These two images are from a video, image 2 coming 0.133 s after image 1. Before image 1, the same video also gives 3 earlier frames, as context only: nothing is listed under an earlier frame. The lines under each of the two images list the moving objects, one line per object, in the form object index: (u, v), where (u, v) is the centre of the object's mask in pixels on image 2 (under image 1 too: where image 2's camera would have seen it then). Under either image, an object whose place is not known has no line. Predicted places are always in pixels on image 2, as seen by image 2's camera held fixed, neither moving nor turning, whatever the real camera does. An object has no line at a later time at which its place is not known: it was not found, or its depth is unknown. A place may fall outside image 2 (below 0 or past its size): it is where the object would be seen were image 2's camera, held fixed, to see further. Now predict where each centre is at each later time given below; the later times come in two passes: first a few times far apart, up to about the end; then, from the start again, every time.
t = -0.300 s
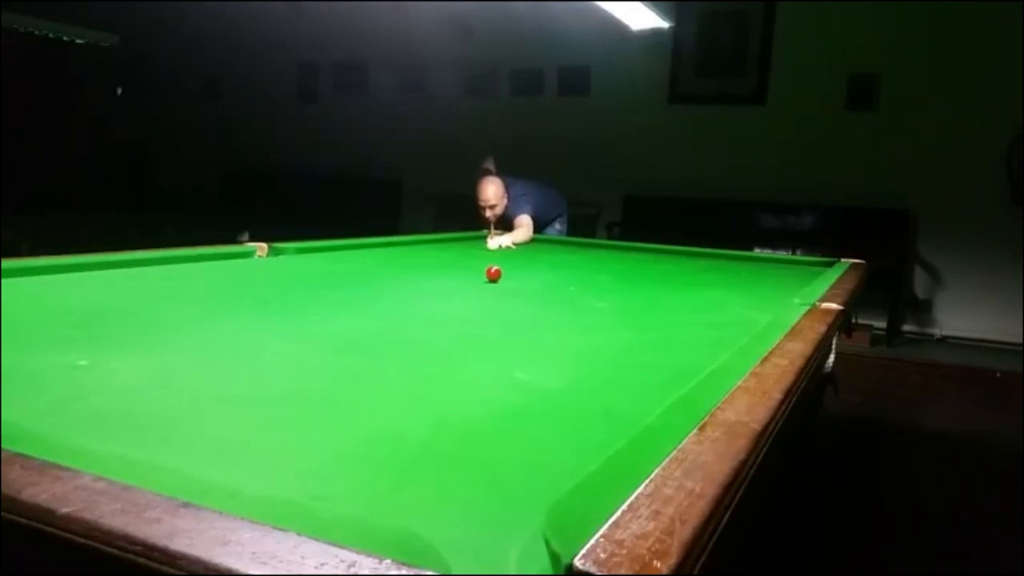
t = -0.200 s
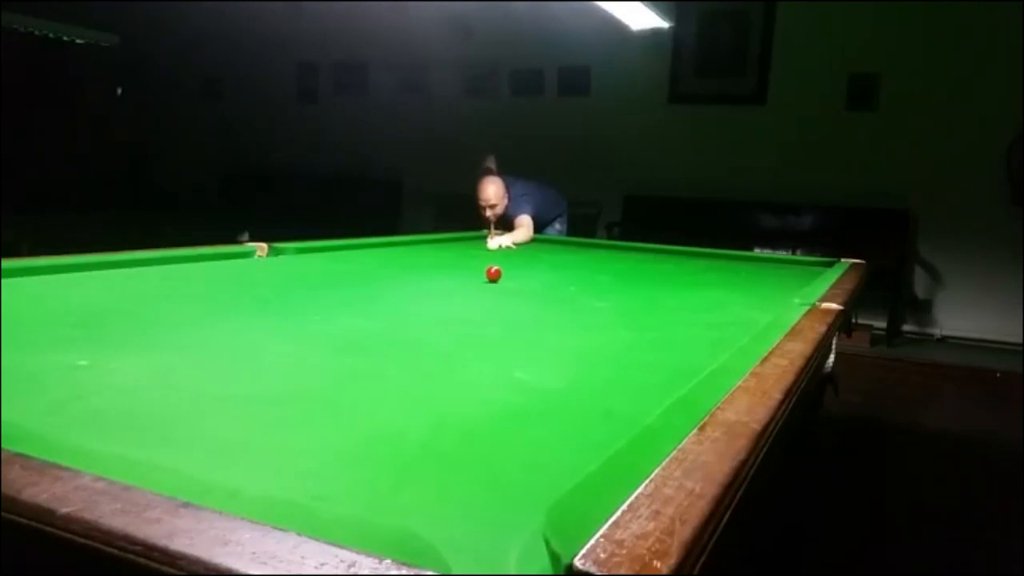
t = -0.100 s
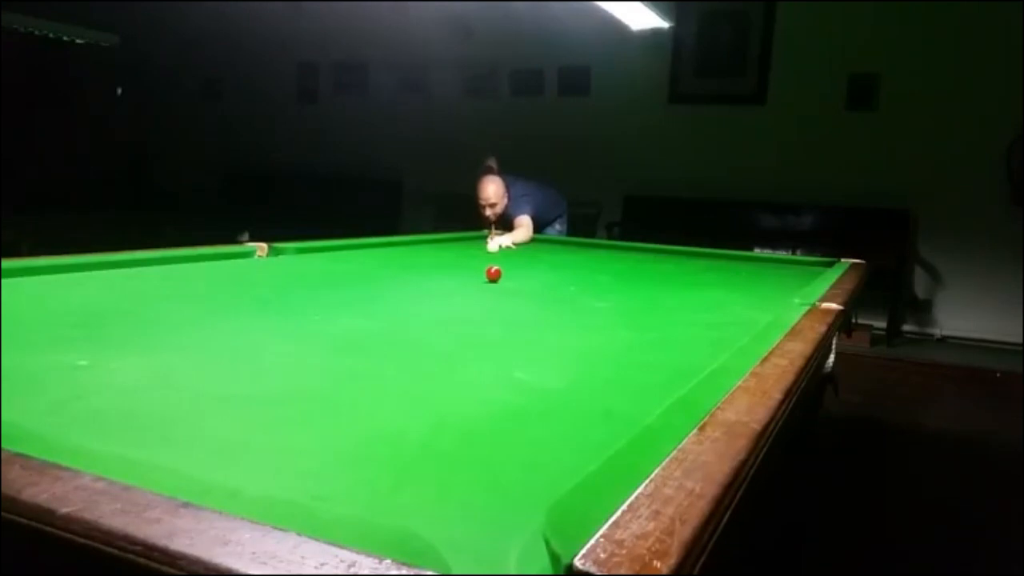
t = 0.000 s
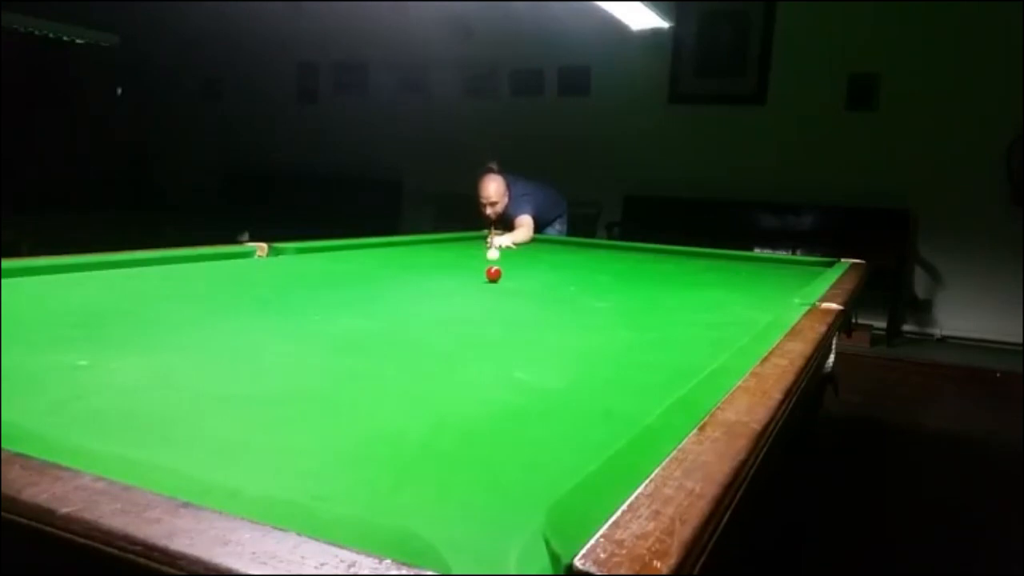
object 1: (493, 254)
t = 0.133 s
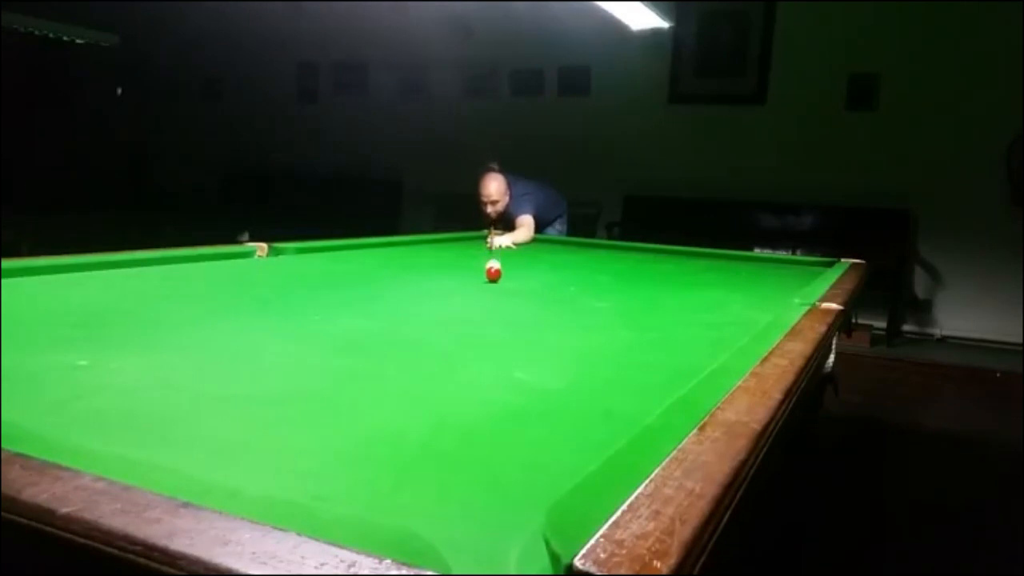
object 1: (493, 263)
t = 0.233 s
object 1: (493, 270)
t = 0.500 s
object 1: (495, 273)
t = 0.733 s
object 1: (495, 274)
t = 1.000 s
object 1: (495, 275)
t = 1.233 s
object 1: (495, 275)
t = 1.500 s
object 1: (495, 276)
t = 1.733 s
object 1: (495, 276)
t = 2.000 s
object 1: (495, 276)
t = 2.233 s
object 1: (495, 276)
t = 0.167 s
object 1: (493, 266)
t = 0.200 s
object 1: (493, 268)
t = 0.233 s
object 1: (493, 270)
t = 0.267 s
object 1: (494, 269)
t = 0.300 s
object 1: (493, 271)
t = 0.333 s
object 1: (494, 272)
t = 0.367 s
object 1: (494, 272)
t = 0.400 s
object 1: (494, 272)
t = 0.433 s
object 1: (494, 272)
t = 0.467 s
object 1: (494, 273)
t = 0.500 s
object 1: (495, 273)
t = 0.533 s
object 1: (495, 273)
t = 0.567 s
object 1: (495, 273)
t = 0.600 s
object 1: (495, 273)
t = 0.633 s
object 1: (495, 274)
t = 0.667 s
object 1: (495, 274)
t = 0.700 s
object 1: (495, 274)
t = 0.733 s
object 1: (495, 274)
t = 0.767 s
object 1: (495, 274)
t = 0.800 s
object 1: (495, 274)
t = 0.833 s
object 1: (495, 274)
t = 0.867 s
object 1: (495, 274)
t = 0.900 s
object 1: (495, 274)
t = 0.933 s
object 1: (495, 274)
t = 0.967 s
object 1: (495, 275)
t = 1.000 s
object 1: (495, 275)
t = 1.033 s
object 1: (495, 275)
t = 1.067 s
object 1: (495, 275)
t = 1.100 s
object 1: (495, 275)
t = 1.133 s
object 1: (495, 275)
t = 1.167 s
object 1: (495, 275)
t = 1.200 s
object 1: (495, 275)
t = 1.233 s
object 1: (495, 275)
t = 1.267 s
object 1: (495, 275)
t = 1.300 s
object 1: (495, 275)
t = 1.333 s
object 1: (495, 275)
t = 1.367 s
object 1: (495, 276)
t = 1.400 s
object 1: (495, 276)
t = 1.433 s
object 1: (495, 276)
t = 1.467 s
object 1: (495, 276)
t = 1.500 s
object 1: (495, 276)
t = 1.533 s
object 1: (495, 276)
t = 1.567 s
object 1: (495, 276)
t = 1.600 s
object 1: (495, 276)
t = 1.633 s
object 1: (495, 276)
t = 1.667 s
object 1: (495, 276)
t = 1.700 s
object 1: (495, 276)
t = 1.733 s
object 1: (495, 276)
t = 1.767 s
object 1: (495, 276)
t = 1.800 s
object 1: (495, 276)
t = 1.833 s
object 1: (495, 276)
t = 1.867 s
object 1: (495, 276)
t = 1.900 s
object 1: (495, 276)
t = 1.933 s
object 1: (495, 276)
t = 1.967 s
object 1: (495, 276)
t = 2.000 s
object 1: (495, 276)
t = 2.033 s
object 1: (495, 276)
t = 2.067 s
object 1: (495, 276)
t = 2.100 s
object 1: (495, 276)
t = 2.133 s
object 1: (494, 276)
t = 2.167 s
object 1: (495, 276)
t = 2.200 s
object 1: (495, 276)
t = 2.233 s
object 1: (495, 276)
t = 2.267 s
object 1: (495, 276)
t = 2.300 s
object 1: (495, 276)
